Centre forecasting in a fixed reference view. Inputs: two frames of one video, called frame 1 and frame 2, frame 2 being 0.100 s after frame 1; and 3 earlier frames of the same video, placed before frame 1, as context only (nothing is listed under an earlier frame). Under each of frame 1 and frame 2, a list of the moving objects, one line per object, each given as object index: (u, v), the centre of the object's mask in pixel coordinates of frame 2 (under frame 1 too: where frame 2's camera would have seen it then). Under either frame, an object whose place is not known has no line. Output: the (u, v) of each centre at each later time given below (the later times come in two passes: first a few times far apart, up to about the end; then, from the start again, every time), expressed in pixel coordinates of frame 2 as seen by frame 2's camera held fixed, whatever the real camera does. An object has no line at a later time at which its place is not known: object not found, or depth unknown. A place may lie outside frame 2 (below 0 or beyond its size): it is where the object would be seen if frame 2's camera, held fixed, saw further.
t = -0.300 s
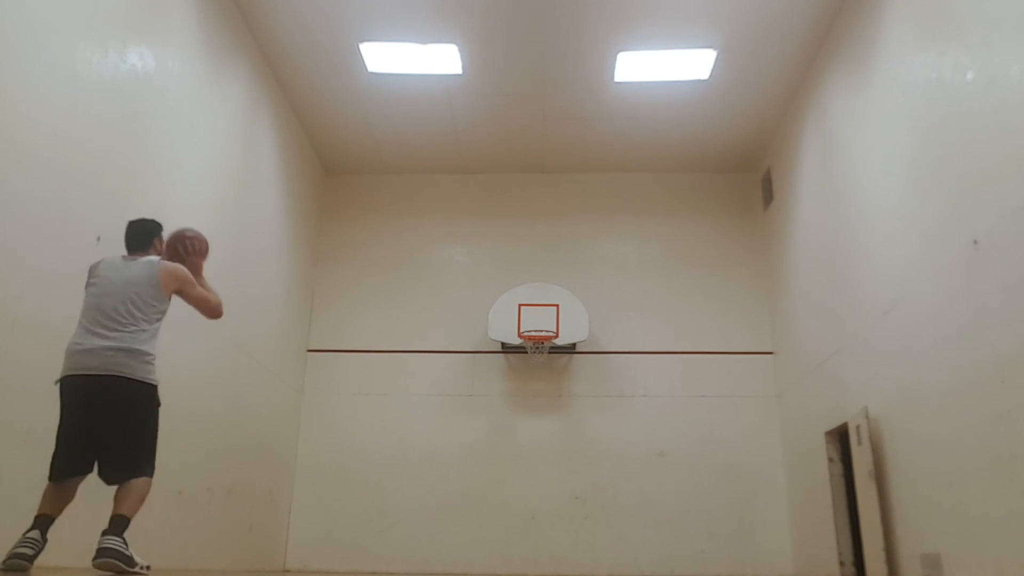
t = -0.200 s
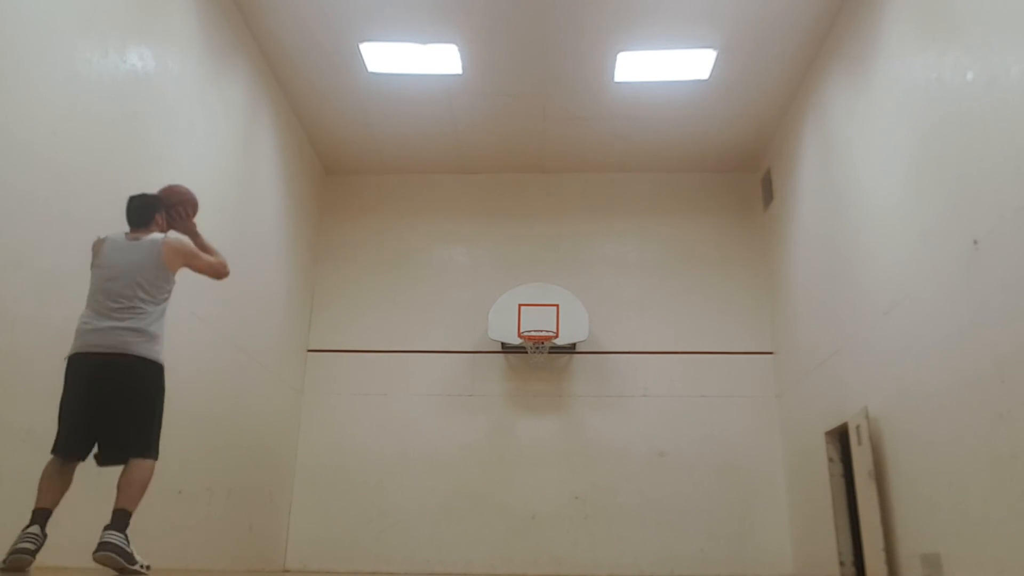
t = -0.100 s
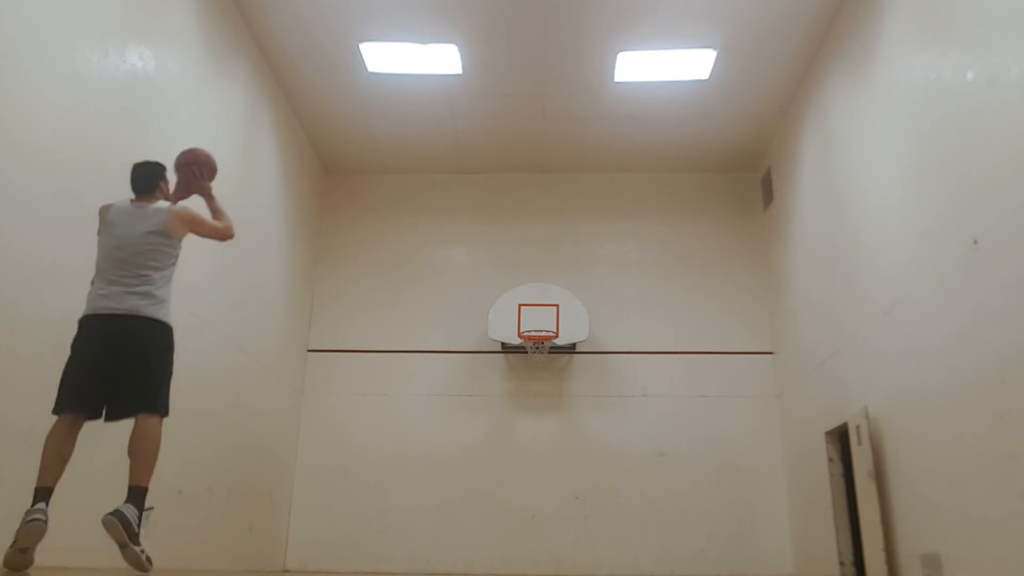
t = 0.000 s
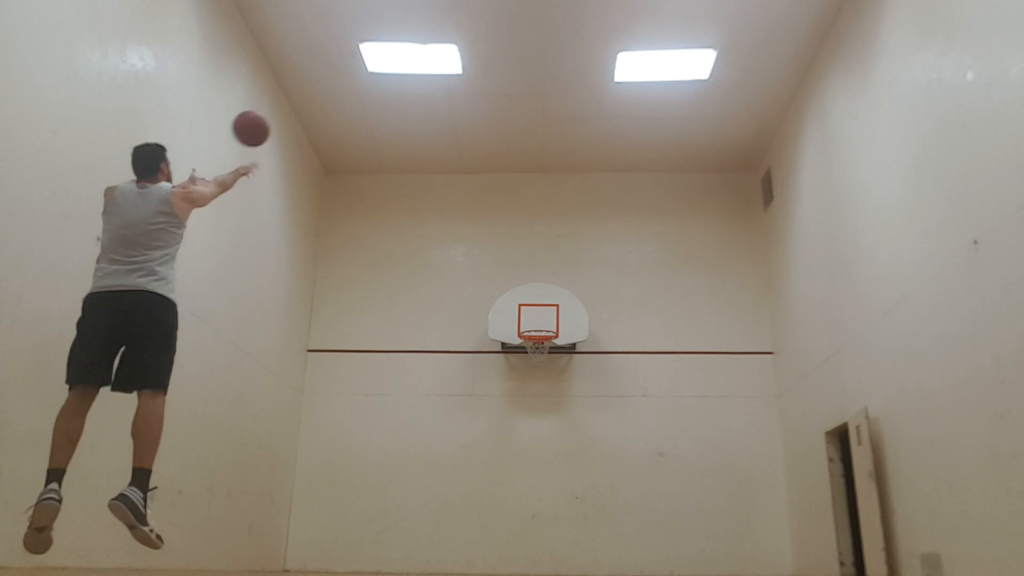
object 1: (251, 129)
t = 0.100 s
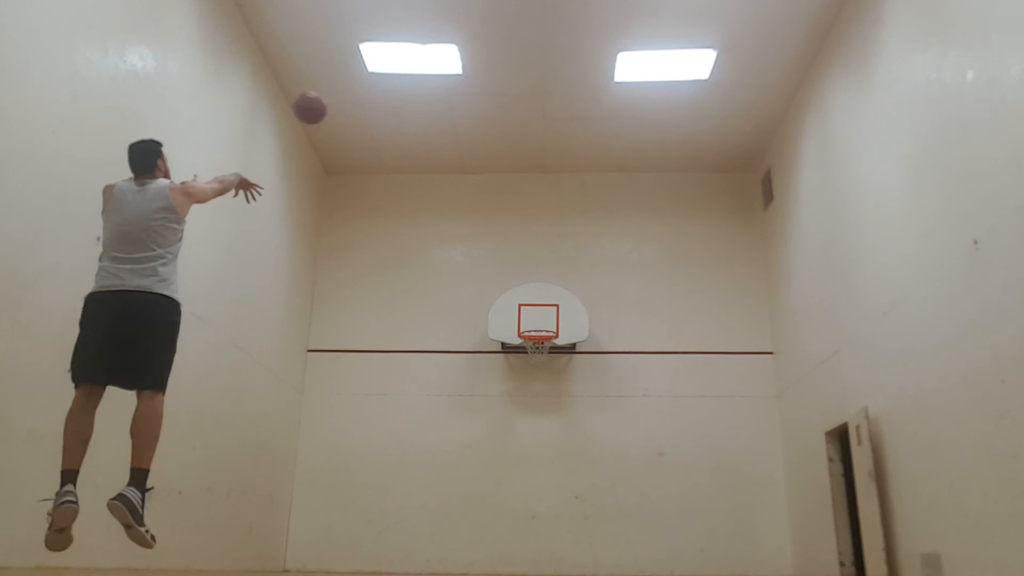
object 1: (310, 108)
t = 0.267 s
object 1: (381, 102)
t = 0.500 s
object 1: (451, 132)
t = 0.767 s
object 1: (505, 205)
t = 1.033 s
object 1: (548, 310)
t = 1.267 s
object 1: (563, 312)
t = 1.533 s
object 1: (575, 310)
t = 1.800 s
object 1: (588, 356)
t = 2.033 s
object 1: (601, 448)
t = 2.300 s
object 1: (620, 529)
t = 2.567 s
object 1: (637, 441)
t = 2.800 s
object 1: (654, 415)
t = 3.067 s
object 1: (675, 445)
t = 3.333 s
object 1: (701, 545)
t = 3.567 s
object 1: (713, 504)
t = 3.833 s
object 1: (727, 474)
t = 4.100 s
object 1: (745, 511)
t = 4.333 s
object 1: (762, 544)
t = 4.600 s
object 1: (777, 510)
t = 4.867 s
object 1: (799, 549)
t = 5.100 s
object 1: (814, 535)
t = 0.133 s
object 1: (327, 105)
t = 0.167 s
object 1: (342, 103)
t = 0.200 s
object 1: (356, 102)
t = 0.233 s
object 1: (369, 101)
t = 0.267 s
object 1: (381, 102)
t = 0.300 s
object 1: (393, 104)
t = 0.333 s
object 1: (405, 107)
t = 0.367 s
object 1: (415, 111)
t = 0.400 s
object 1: (424, 115)
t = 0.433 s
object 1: (434, 120)
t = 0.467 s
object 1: (442, 126)
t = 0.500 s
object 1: (451, 132)
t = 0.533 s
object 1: (458, 140)
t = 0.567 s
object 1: (466, 147)
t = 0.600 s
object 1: (473, 156)
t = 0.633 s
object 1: (480, 164)
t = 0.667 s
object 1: (487, 174)
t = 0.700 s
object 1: (493, 184)
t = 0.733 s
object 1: (499, 194)
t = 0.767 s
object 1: (505, 205)
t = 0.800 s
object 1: (511, 216)
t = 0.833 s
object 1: (517, 228)
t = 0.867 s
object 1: (522, 241)
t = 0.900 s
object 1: (528, 254)
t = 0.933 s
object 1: (533, 267)
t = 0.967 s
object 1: (538, 281)
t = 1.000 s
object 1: (543, 295)
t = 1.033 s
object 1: (548, 310)
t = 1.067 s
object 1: (553, 324)
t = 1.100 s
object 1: (555, 320)
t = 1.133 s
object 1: (556, 317)
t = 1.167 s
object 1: (558, 315)
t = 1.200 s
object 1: (559, 313)
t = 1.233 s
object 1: (562, 312)
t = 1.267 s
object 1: (563, 312)
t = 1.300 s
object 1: (565, 312)
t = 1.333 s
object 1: (566, 311)
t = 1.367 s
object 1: (568, 309)
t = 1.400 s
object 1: (570, 307)
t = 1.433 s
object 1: (571, 307)
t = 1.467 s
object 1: (572, 307)
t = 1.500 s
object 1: (574, 308)
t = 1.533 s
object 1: (575, 310)
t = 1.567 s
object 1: (577, 313)
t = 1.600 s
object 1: (579, 316)
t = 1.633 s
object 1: (580, 321)
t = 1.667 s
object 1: (582, 326)
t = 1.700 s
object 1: (584, 332)
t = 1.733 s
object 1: (585, 339)
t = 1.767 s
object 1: (587, 347)
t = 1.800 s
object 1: (588, 356)
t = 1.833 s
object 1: (590, 366)
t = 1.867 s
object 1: (592, 377)
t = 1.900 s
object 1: (594, 389)
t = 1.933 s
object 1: (595, 402)
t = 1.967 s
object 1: (597, 416)
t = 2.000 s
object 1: (599, 432)
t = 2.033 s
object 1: (601, 448)
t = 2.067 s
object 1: (604, 466)
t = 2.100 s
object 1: (606, 486)
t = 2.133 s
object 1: (608, 507)
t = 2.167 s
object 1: (611, 529)
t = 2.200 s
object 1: (614, 553)
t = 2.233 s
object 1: (616, 562)
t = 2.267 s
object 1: (618, 544)
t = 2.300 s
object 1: (620, 529)
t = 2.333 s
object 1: (623, 514)
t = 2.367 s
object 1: (625, 500)
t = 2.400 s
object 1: (627, 488)
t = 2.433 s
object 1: (629, 476)
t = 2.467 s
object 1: (631, 466)
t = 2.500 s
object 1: (633, 456)
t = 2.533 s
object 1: (635, 448)
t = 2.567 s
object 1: (637, 441)
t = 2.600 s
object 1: (640, 434)
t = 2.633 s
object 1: (642, 429)
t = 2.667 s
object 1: (644, 424)
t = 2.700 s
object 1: (646, 421)
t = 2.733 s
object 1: (649, 418)
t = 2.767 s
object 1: (651, 416)
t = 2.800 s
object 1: (654, 415)
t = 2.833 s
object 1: (656, 416)
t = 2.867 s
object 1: (659, 417)
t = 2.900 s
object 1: (661, 419)
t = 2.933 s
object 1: (664, 422)
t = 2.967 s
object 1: (667, 426)
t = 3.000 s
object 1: (669, 432)
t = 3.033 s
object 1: (672, 438)
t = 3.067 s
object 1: (675, 445)
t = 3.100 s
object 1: (678, 453)
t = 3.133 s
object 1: (681, 463)
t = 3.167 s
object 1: (684, 473)
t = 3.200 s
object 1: (687, 485)
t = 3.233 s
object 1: (691, 498)
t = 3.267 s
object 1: (694, 513)
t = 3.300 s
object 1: (697, 528)
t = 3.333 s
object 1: (701, 545)
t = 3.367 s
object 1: (704, 563)
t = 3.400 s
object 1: (706, 558)
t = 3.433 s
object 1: (708, 545)
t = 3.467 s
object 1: (709, 533)
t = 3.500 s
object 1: (710, 522)
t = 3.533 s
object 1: (711, 513)
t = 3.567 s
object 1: (713, 504)
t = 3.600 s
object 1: (714, 497)
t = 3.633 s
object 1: (716, 490)
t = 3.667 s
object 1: (718, 485)
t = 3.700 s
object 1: (719, 480)
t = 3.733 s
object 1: (721, 477)
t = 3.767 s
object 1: (723, 475)
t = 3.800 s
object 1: (724, 474)
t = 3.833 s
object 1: (727, 474)
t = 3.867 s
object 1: (729, 474)
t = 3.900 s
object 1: (731, 476)
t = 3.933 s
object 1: (733, 480)
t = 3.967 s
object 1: (735, 484)
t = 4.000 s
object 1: (738, 489)
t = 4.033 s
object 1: (740, 495)
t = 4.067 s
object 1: (742, 503)
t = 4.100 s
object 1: (745, 511)
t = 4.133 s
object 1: (748, 521)
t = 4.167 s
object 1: (751, 532)
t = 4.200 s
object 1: (754, 545)
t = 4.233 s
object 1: (757, 558)
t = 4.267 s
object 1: (760, 563)
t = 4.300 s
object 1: (761, 553)
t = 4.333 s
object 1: (762, 544)
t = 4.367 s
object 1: (764, 536)
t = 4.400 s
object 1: (766, 529)
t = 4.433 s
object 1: (767, 523)
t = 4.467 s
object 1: (769, 518)
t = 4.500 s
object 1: (771, 514)
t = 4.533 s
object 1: (773, 512)
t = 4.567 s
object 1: (775, 511)
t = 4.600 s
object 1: (777, 510)
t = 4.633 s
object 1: (779, 511)
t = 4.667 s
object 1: (782, 513)
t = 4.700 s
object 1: (784, 516)
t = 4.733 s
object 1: (787, 520)
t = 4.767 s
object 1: (790, 526)
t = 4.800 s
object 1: (793, 532)
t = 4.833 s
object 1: (796, 540)
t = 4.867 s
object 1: (799, 549)
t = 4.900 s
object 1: (802, 559)
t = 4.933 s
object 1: (805, 564)
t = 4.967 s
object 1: (807, 557)
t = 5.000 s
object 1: (808, 550)
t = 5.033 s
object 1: (810, 544)
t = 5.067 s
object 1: (812, 539)
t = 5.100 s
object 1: (814, 535)
